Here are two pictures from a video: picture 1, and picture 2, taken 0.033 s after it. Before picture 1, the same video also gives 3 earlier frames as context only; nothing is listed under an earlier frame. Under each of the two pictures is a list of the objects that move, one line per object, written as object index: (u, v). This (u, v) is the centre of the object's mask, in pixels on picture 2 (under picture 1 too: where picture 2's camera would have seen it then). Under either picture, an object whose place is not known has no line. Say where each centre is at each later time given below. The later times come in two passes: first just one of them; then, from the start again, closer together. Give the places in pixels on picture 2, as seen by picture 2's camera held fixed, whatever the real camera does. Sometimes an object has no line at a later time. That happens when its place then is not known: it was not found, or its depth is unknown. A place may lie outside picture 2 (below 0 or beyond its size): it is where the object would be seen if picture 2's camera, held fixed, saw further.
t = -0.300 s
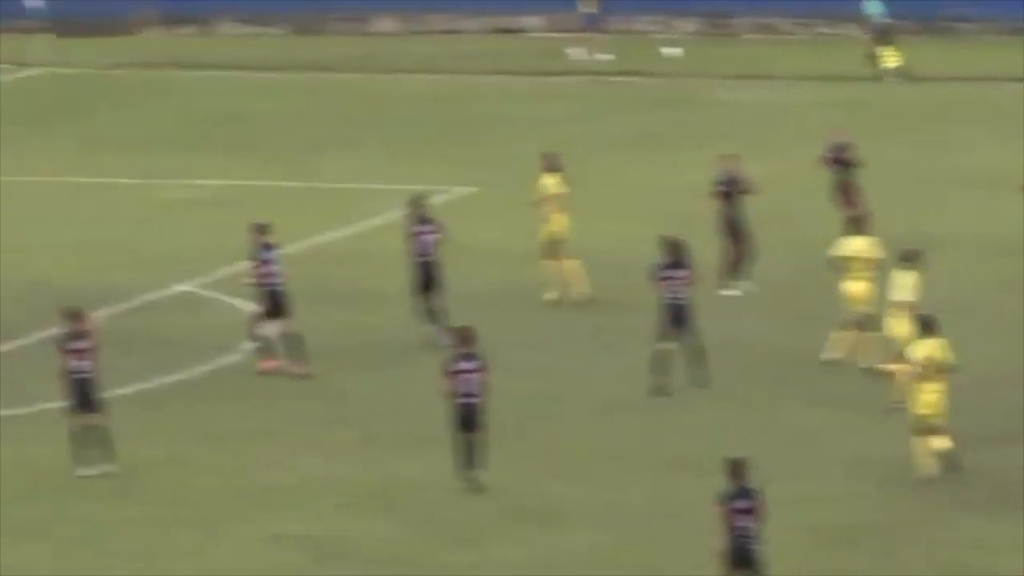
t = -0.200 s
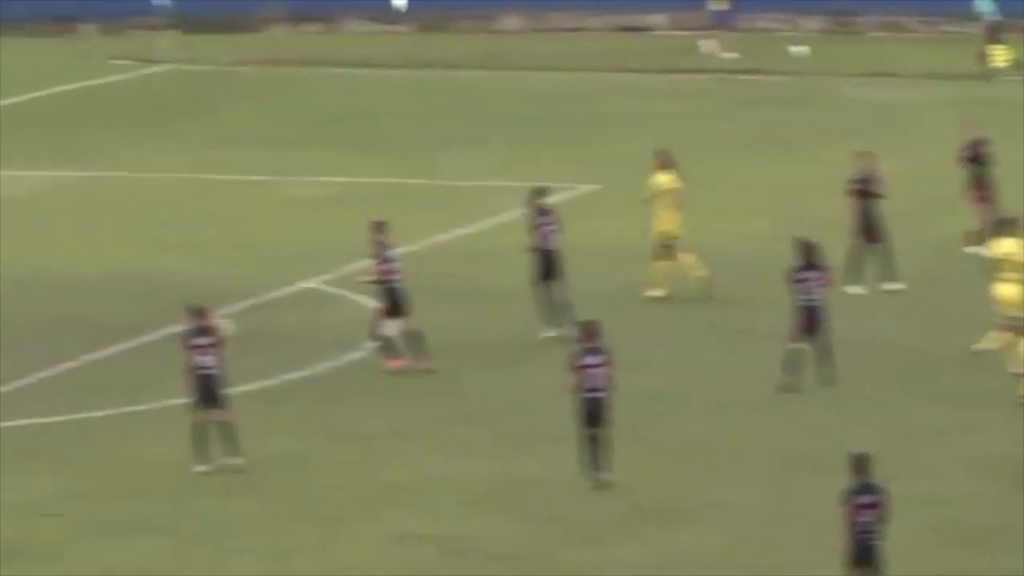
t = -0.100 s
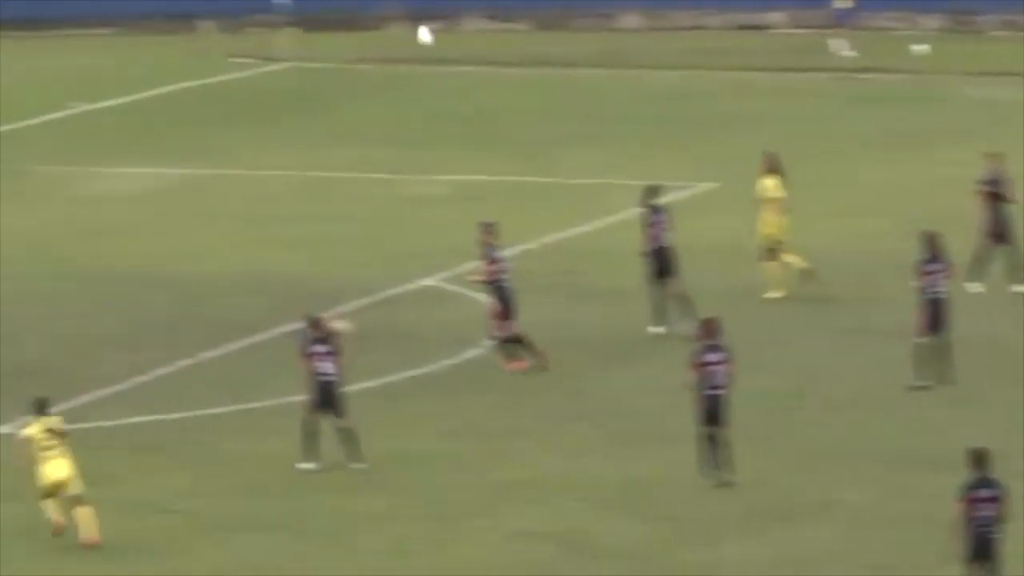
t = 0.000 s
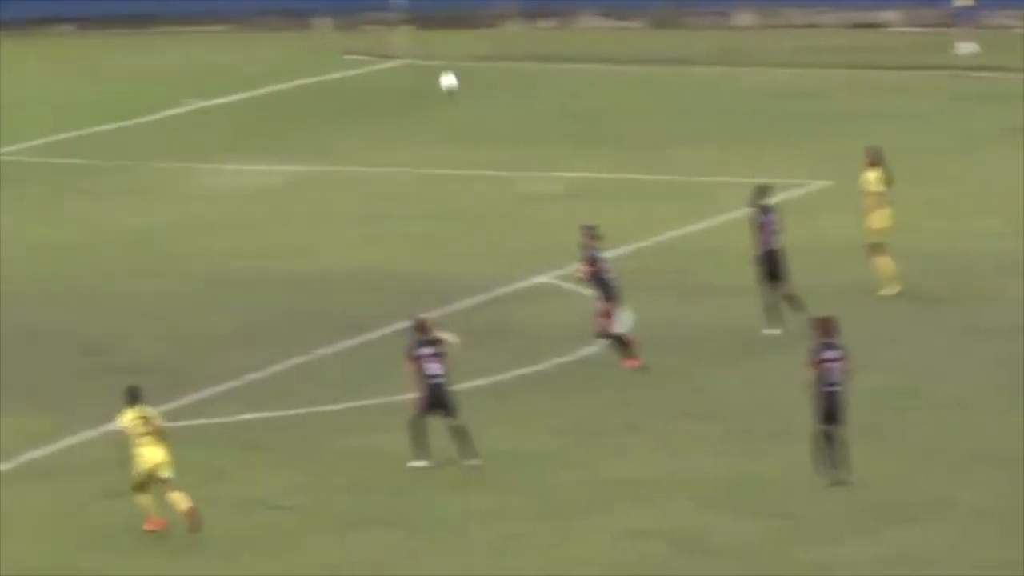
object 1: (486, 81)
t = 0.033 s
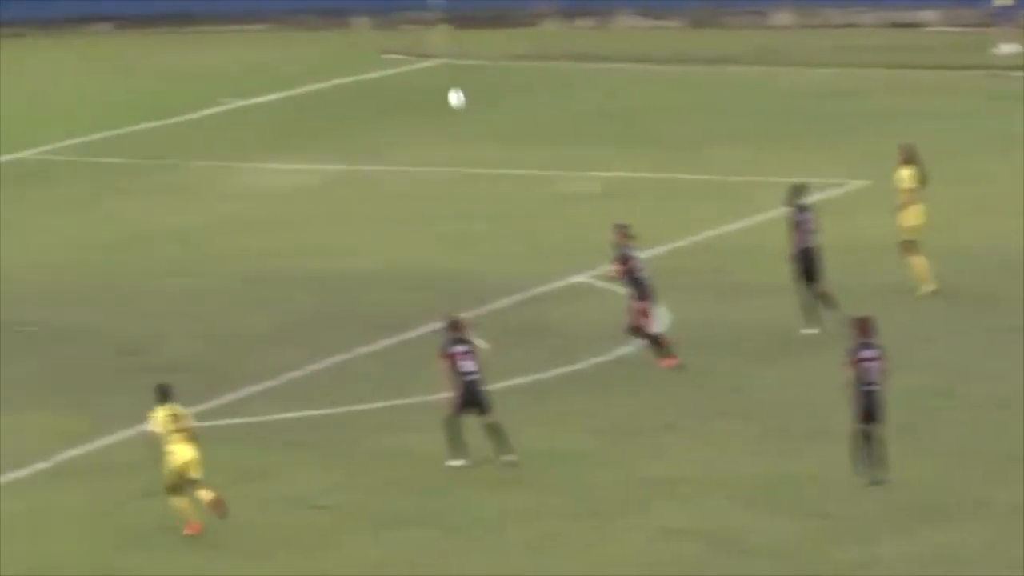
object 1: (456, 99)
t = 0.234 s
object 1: (283, 233)
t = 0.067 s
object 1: (426, 118)
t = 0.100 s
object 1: (398, 138)
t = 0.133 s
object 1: (369, 160)
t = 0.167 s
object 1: (341, 184)
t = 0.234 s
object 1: (283, 233)
